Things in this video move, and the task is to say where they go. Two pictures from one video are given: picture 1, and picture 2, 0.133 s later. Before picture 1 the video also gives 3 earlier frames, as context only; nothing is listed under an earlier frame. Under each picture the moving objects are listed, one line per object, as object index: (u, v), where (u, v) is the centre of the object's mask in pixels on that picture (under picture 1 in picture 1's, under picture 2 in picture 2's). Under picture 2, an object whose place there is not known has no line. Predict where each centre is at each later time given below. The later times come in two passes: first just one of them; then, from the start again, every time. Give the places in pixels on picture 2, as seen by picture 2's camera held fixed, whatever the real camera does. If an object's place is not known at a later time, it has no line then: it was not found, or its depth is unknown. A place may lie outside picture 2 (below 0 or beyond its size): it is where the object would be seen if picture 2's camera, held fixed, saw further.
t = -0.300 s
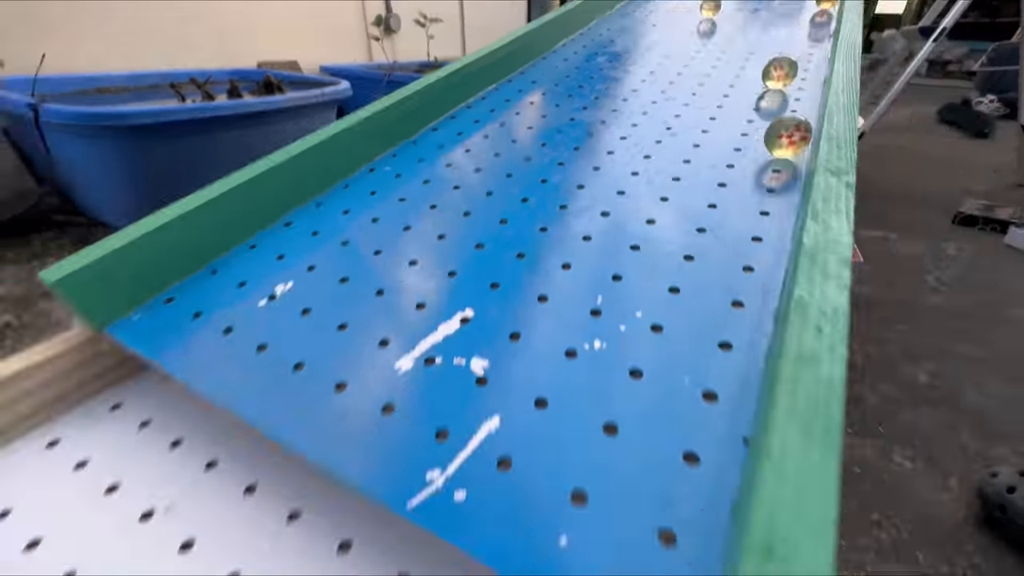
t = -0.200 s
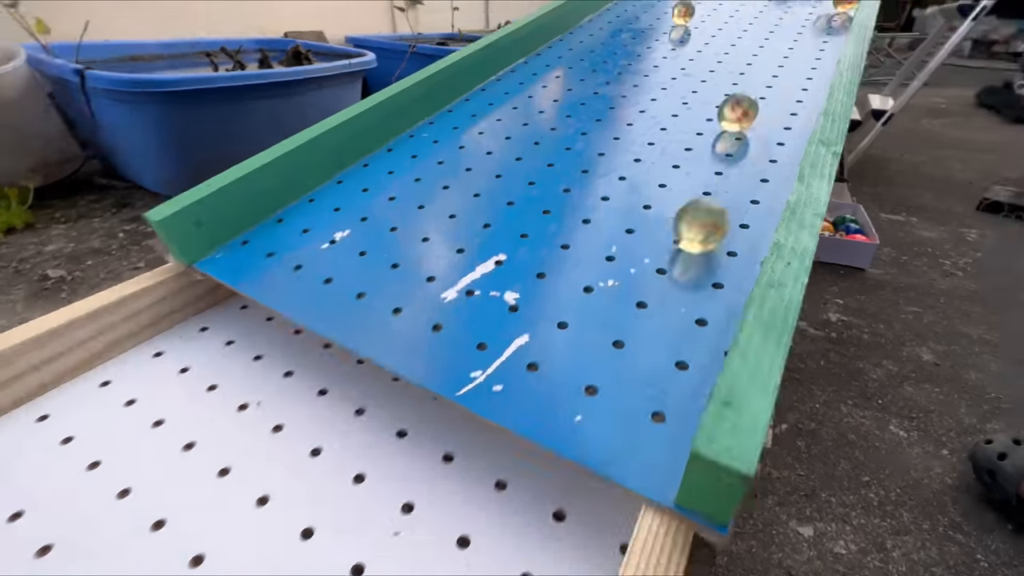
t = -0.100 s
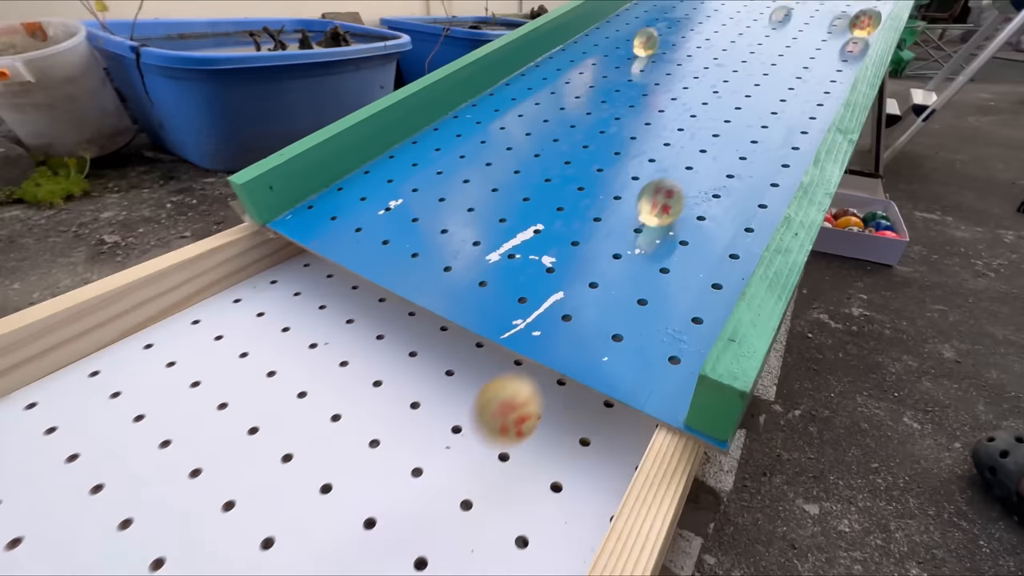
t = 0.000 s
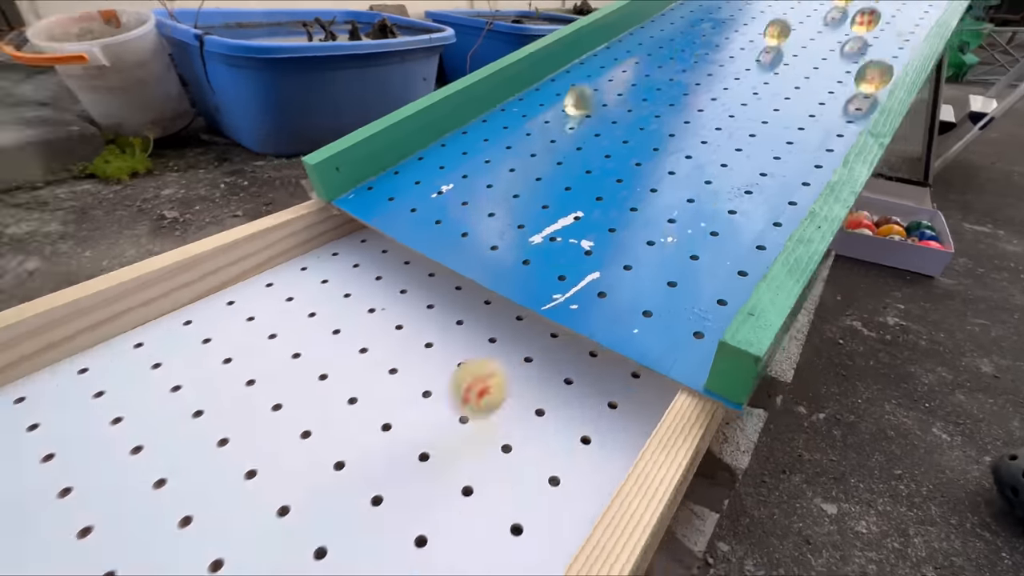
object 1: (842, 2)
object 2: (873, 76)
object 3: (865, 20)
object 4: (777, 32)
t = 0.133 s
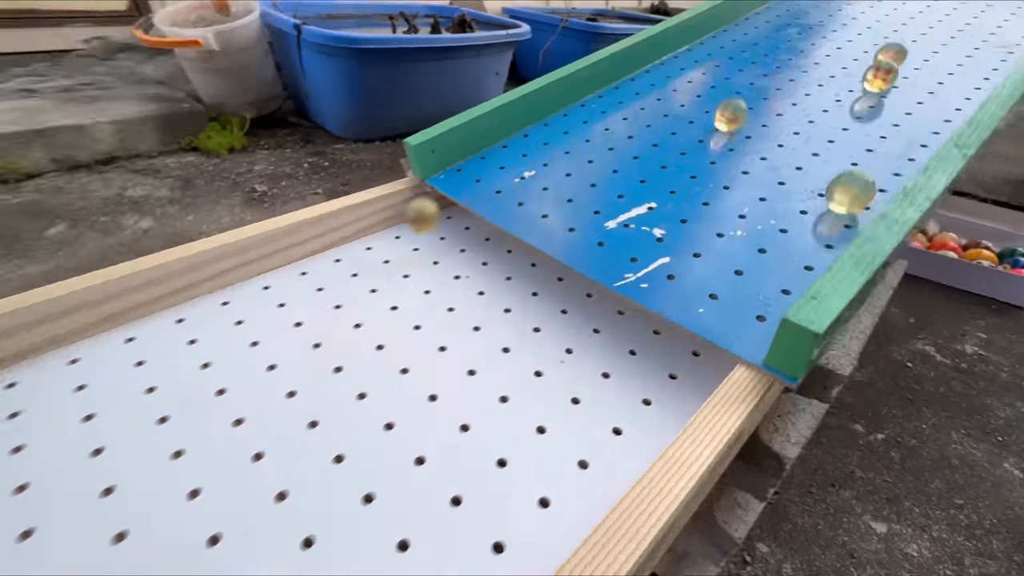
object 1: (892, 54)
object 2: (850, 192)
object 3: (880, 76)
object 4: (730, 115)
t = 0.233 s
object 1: (825, 122)
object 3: (791, 129)
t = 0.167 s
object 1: (874, 72)
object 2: (806, 231)
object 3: (855, 92)
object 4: (683, 141)
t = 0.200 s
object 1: (852, 96)
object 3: (825, 111)
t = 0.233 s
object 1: (825, 122)
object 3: (791, 129)
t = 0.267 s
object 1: (799, 145)
